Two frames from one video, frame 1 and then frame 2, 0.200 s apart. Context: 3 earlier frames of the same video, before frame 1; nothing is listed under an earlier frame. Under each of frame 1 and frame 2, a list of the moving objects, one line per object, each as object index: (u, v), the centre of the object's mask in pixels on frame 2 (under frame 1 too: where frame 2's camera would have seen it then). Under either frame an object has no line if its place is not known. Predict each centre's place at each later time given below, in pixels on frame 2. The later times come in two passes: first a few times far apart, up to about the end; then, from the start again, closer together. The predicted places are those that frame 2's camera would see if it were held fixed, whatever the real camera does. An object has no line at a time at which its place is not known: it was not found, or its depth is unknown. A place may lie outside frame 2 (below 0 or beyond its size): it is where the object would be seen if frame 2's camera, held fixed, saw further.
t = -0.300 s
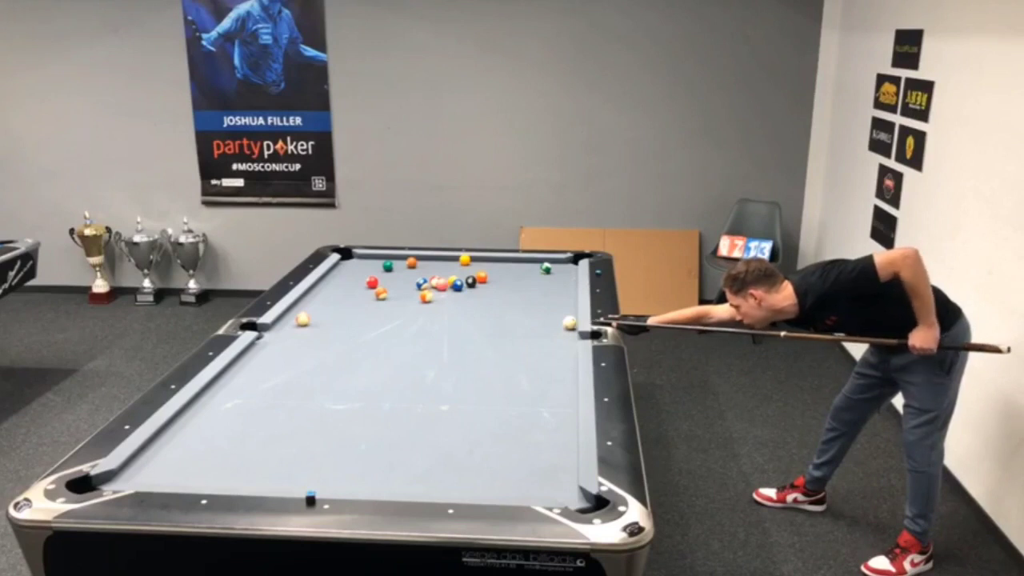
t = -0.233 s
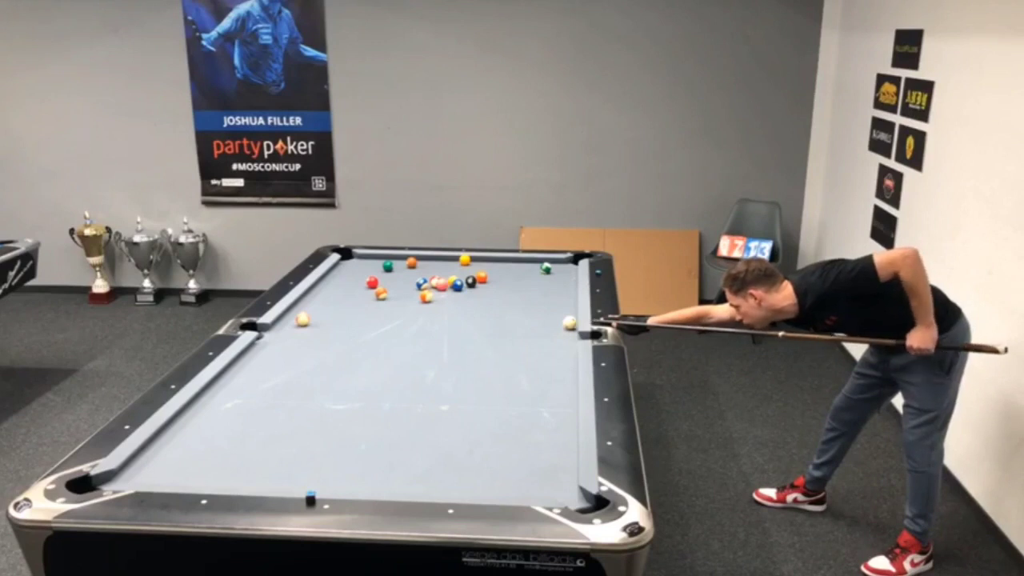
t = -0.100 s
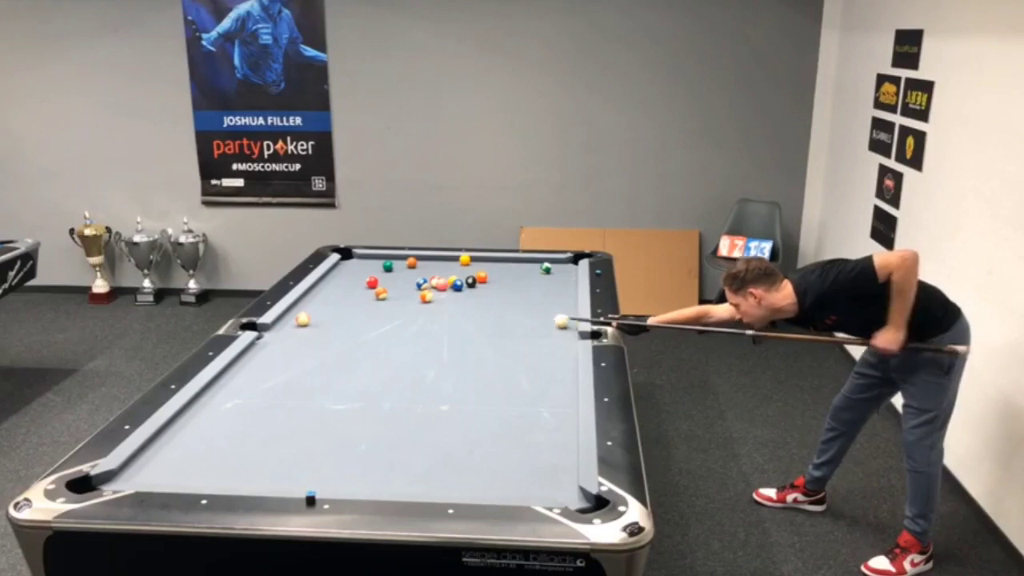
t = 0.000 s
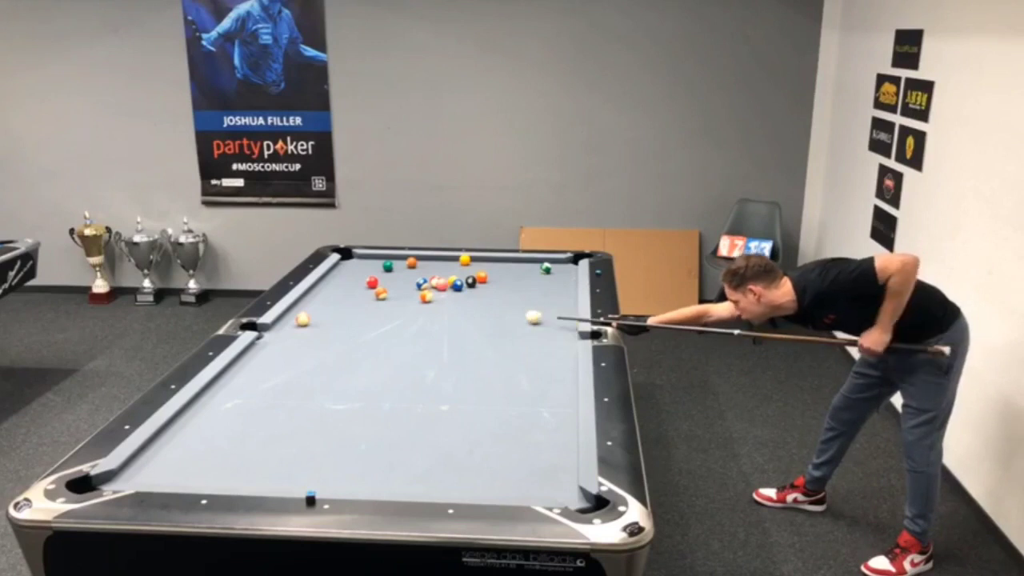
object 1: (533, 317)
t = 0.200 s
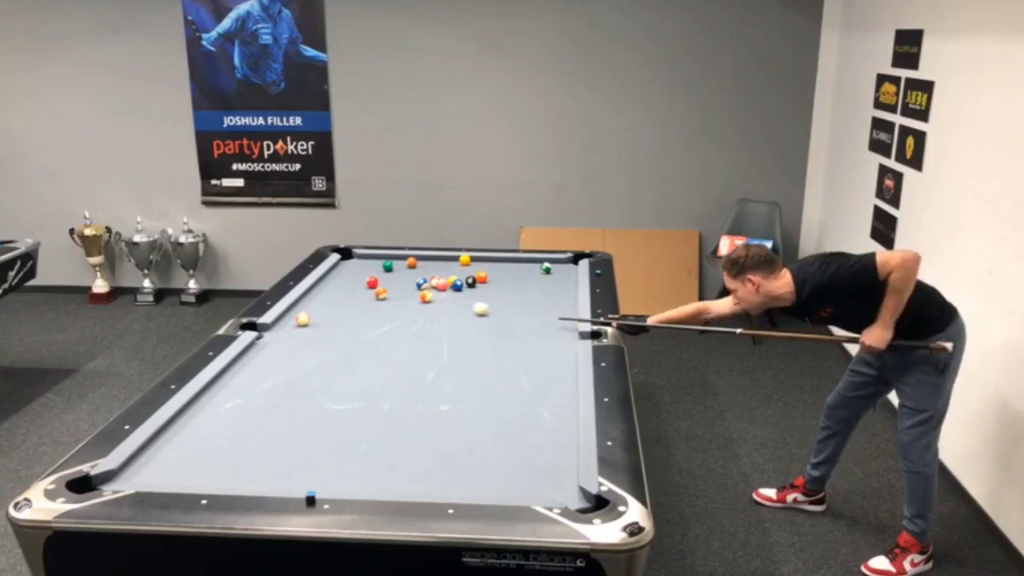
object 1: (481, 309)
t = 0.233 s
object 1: (472, 308)
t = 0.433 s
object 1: (423, 300)
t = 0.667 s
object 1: (388, 295)
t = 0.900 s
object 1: (374, 294)
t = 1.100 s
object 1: (363, 294)
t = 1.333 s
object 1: (351, 293)
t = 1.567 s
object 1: (340, 291)
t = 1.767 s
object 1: (331, 291)
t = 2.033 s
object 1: (320, 290)
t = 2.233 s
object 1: (315, 289)
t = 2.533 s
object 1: (322, 289)
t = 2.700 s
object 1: (325, 289)
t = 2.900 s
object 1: (329, 289)
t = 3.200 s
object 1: (333, 289)
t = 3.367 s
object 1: (335, 289)
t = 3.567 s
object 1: (336, 289)
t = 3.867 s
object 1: (337, 289)
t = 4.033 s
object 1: (338, 289)
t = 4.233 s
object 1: (338, 289)
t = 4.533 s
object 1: (338, 289)
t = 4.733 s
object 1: (338, 289)
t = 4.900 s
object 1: (338, 289)
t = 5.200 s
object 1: (338, 289)
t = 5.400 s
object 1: (338, 289)
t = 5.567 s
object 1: (338, 289)
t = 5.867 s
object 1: (338, 289)
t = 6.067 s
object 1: (338, 289)
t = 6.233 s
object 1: (338, 289)
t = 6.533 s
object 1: (338, 289)
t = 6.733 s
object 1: (338, 289)
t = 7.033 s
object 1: (338, 289)
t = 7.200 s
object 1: (338, 289)
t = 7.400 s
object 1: (338, 289)
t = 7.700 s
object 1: (338, 289)
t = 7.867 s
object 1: (338, 289)
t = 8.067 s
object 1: (338, 289)
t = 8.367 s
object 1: (338, 289)
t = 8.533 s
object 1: (338, 289)
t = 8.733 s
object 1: (338, 289)
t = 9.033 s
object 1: (338, 289)
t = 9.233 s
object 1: (338, 289)
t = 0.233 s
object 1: (472, 308)
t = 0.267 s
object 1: (464, 306)
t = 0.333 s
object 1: (447, 304)
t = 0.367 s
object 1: (439, 302)
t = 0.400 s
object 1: (432, 301)
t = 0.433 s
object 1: (423, 300)
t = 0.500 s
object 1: (407, 298)
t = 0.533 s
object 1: (399, 297)
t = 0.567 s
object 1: (392, 295)
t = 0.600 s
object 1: (390, 295)
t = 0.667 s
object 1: (388, 295)
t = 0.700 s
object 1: (386, 295)
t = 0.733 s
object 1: (384, 295)
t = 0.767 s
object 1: (382, 295)
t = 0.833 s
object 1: (378, 295)
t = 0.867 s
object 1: (376, 295)
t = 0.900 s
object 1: (374, 294)
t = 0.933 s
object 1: (373, 294)
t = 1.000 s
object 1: (369, 294)
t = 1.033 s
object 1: (367, 294)
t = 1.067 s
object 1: (365, 294)
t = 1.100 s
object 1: (363, 294)
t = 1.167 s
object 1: (360, 293)
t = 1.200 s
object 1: (358, 293)
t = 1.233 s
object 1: (356, 293)
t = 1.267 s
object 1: (355, 293)
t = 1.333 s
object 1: (351, 293)
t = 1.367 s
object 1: (350, 292)
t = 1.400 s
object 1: (348, 292)
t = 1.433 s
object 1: (346, 292)
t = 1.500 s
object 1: (343, 292)
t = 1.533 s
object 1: (341, 292)
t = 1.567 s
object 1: (340, 291)
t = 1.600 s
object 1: (338, 291)
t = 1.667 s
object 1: (336, 291)
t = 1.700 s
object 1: (334, 291)
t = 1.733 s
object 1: (333, 291)
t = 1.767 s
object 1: (331, 291)
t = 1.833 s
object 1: (328, 290)
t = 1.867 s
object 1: (327, 290)
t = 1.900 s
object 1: (325, 290)
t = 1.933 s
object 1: (324, 290)
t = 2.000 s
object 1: (321, 290)
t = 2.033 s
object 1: (320, 290)
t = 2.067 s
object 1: (318, 290)
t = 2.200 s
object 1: (314, 289)
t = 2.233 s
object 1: (315, 289)
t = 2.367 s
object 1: (318, 289)
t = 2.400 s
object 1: (319, 289)
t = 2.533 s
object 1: (322, 289)
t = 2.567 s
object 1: (322, 289)
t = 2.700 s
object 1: (325, 289)
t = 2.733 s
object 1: (326, 289)
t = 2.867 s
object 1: (329, 289)
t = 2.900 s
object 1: (329, 289)
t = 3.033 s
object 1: (331, 289)
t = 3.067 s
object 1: (332, 289)
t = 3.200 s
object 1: (333, 289)
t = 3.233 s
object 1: (334, 289)
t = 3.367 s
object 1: (335, 289)
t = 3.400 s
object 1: (335, 289)
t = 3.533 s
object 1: (336, 289)
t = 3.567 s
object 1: (336, 289)
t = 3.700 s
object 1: (337, 289)
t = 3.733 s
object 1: (337, 289)
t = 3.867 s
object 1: (337, 289)
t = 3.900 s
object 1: (337, 289)
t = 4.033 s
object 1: (338, 289)
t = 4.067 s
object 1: (338, 289)
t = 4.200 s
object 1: (338, 289)
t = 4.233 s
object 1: (338, 289)
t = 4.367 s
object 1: (338, 289)
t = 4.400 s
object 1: (338, 289)
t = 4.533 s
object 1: (338, 289)
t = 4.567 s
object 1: (338, 289)
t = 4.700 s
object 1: (338, 289)
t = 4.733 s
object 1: (338, 289)
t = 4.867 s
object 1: (338, 289)
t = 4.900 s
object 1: (338, 289)
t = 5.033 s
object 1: (338, 289)
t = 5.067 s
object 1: (338, 289)
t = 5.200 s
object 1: (338, 289)
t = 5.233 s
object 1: (338, 289)
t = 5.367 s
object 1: (338, 289)
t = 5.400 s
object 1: (338, 289)
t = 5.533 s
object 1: (338, 289)
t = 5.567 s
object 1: (338, 289)
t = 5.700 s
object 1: (338, 289)
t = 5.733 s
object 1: (338, 289)
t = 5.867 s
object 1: (338, 289)
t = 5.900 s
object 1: (338, 289)
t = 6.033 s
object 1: (338, 289)
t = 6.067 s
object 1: (338, 289)
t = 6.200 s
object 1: (338, 289)
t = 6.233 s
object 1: (338, 289)
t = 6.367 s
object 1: (338, 289)
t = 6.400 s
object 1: (338, 289)
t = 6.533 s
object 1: (338, 289)
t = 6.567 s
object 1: (338, 289)
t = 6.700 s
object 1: (338, 289)
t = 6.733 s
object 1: (338, 289)
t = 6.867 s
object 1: (338, 289)
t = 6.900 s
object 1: (338, 289)
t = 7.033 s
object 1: (338, 289)
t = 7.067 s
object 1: (338, 289)
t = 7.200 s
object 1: (338, 289)
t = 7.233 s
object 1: (338, 289)
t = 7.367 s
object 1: (338, 289)
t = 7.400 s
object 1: (338, 289)
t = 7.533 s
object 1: (338, 289)
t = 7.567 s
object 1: (338, 289)
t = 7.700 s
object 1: (338, 289)
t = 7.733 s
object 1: (338, 289)
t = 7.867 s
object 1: (338, 289)
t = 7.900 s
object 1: (338, 289)
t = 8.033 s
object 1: (338, 289)
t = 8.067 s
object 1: (338, 289)
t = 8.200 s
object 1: (338, 289)
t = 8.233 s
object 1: (338, 289)
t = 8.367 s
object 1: (338, 289)
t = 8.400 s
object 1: (338, 289)
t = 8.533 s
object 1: (338, 289)
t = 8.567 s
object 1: (338, 289)
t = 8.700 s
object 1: (338, 289)
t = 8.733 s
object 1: (338, 289)
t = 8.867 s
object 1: (338, 289)
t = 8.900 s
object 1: (338, 289)
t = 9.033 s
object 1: (338, 289)
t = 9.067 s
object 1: (338, 289)
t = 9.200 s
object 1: (338, 289)
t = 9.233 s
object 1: (338, 289)
